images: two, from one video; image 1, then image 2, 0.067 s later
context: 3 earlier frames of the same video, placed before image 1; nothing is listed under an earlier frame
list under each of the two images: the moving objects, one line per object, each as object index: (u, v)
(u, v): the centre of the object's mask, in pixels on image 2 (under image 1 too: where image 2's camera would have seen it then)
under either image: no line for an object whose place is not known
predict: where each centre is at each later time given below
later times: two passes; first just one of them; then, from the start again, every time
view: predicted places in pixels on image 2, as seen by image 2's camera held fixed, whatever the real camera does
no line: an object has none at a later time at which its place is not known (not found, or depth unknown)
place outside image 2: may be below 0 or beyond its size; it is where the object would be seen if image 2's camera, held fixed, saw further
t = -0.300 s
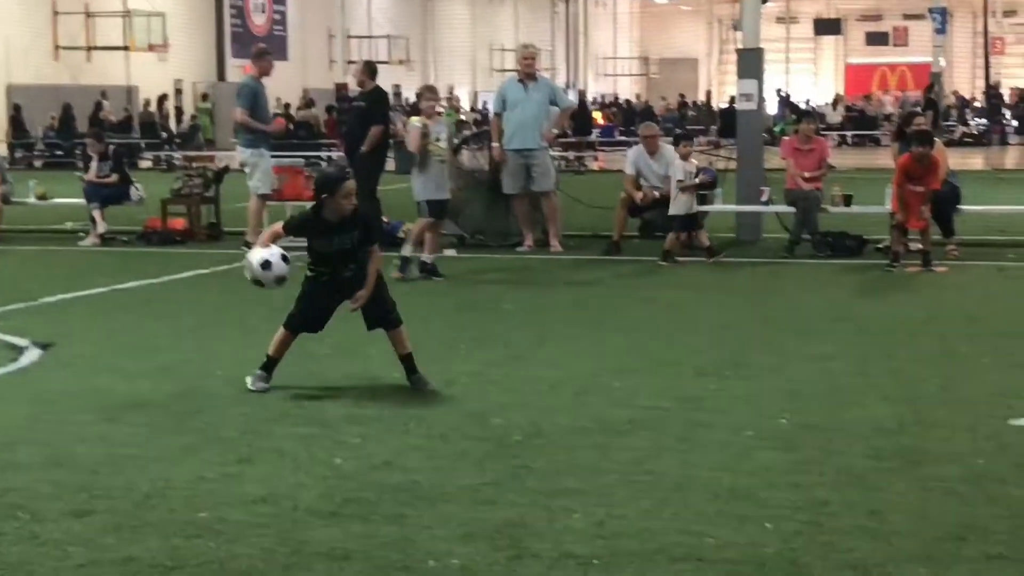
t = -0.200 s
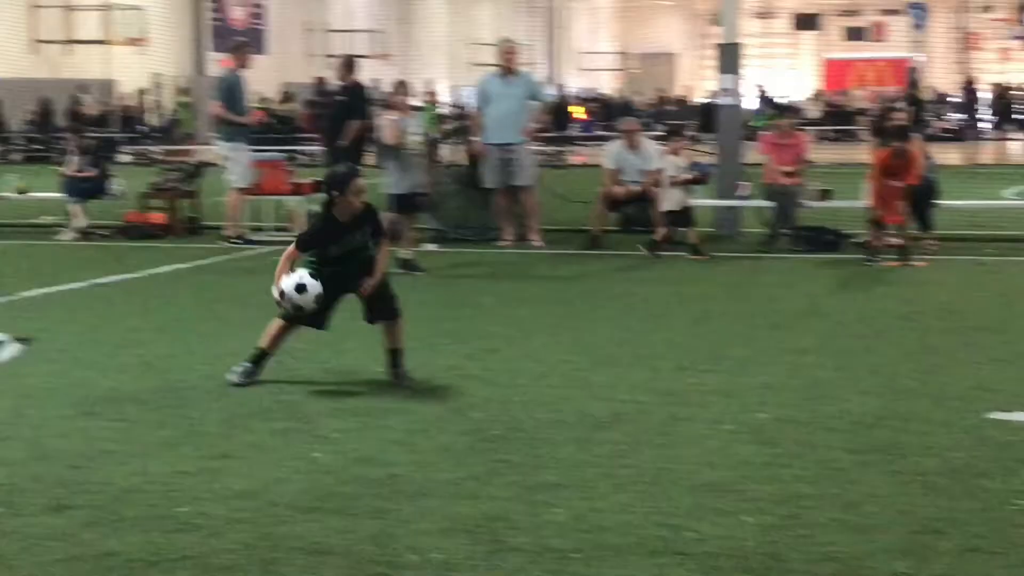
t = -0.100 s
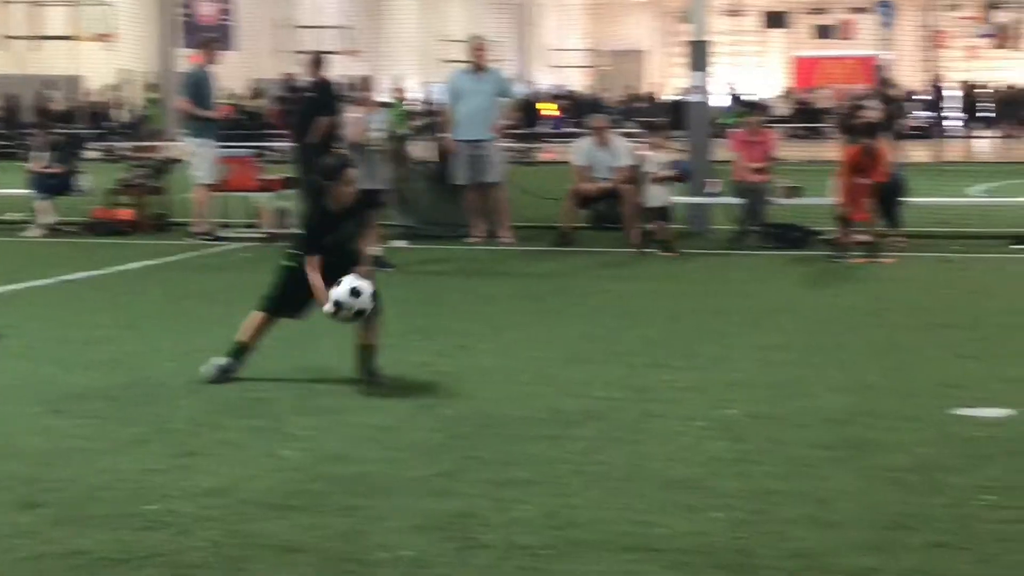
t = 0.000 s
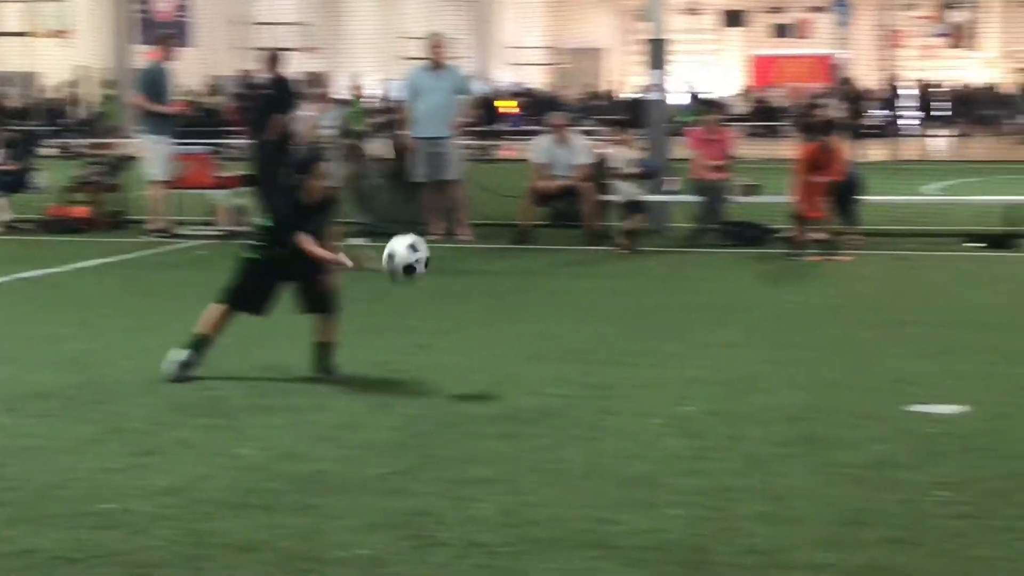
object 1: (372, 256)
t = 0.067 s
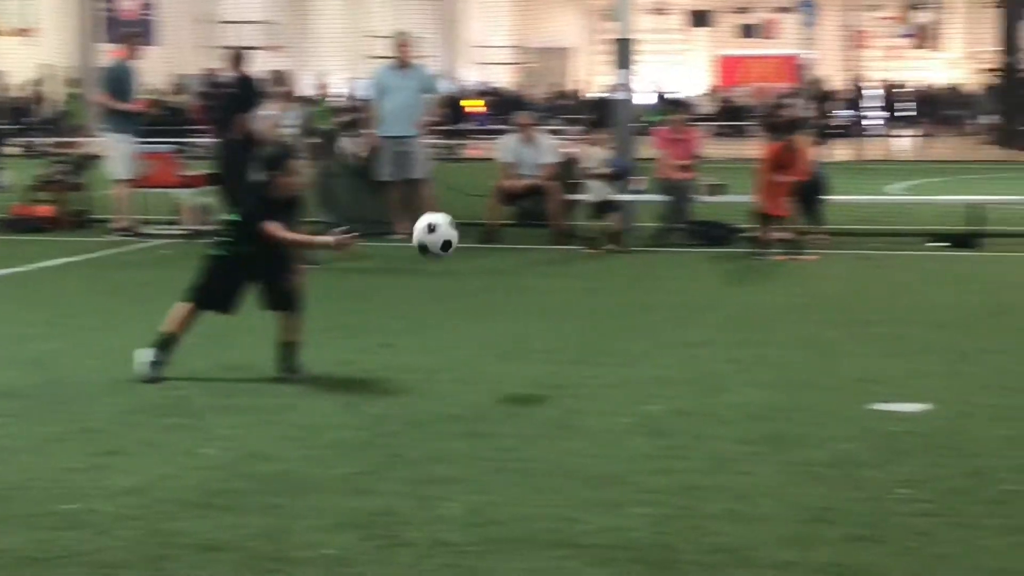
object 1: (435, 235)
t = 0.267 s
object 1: (629, 227)
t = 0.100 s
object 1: (467, 228)
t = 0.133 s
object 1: (498, 222)
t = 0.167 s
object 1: (531, 219)
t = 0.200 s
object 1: (564, 219)
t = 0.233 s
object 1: (596, 221)
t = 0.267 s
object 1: (629, 227)
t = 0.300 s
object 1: (661, 233)
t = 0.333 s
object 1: (696, 243)
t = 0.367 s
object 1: (728, 254)
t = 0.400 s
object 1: (763, 271)
